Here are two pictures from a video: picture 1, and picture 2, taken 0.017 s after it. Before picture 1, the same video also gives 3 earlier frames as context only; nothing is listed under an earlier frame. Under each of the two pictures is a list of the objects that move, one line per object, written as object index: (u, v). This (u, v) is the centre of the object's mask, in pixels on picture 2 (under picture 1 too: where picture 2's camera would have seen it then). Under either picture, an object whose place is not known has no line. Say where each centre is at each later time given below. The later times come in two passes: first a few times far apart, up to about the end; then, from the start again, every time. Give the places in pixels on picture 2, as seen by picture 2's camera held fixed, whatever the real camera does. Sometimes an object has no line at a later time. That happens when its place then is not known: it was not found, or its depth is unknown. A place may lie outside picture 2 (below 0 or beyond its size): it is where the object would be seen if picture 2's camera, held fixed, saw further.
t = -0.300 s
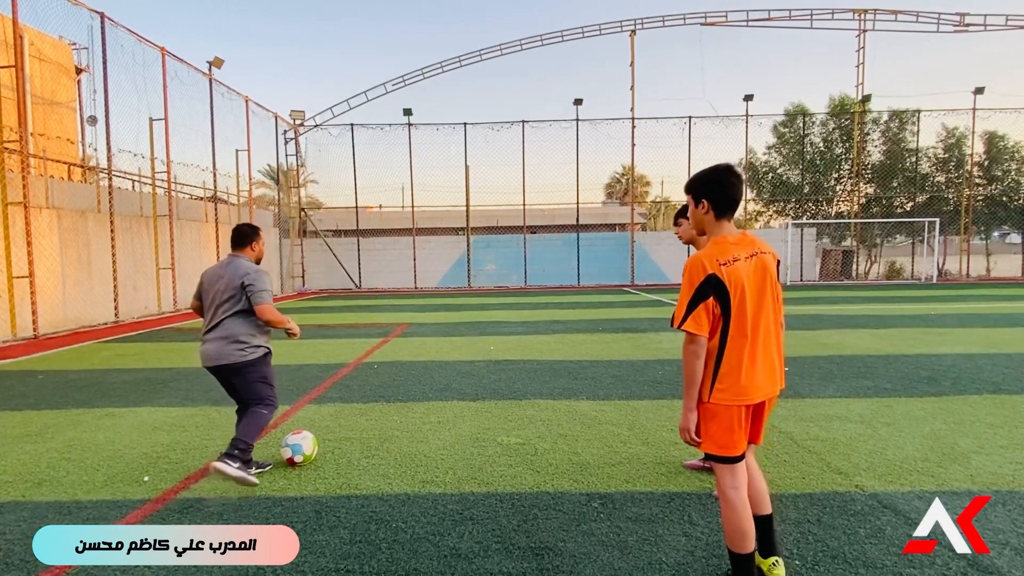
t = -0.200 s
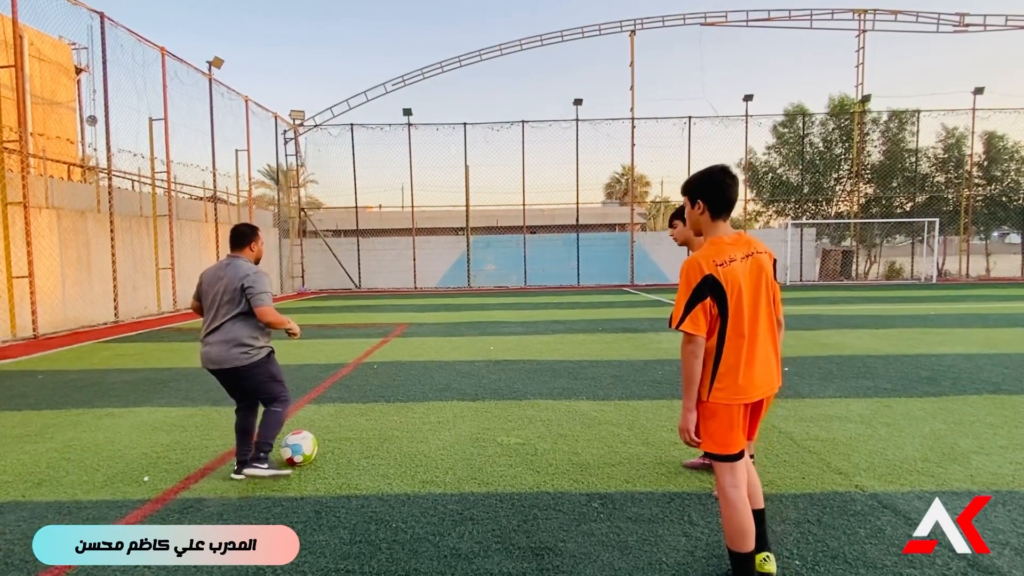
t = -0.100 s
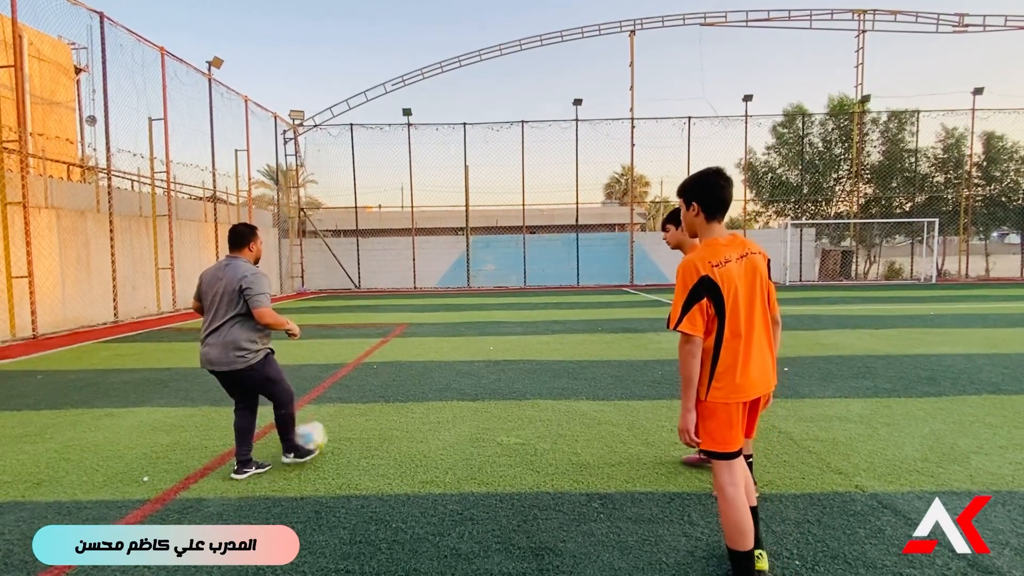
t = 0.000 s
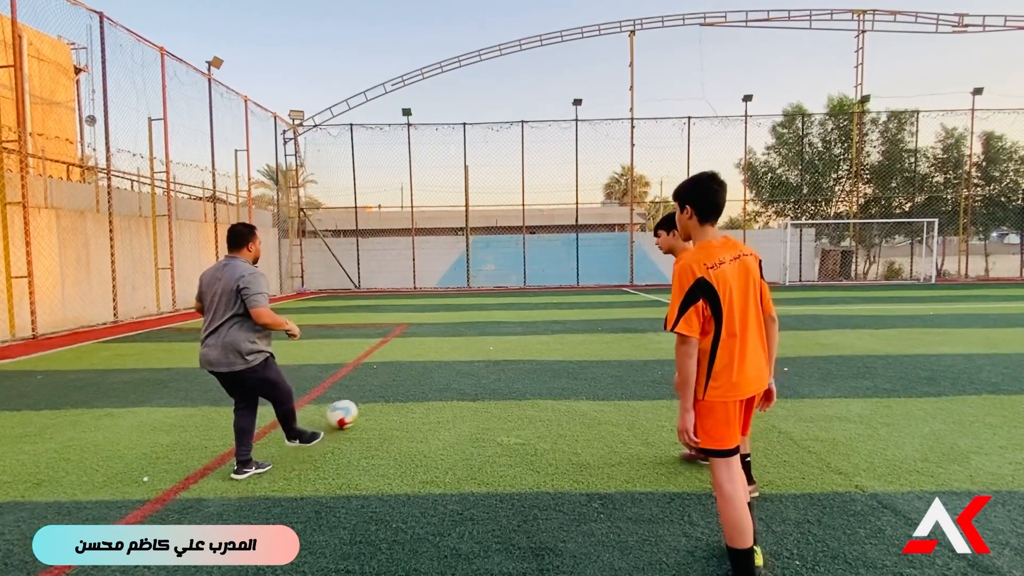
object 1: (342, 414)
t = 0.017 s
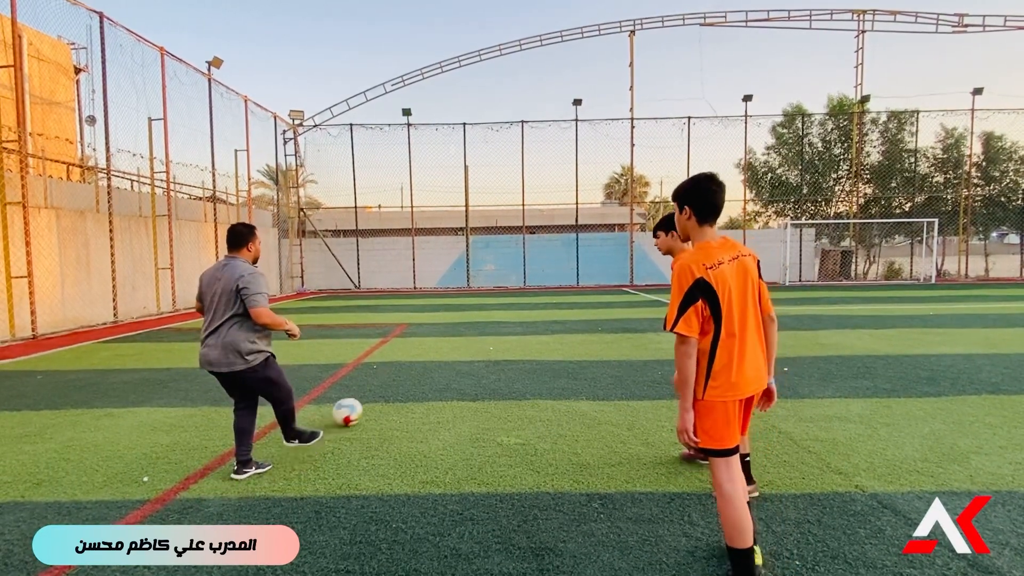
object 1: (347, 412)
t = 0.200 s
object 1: (383, 383)
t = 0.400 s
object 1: (405, 366)
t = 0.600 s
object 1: (419, 354)
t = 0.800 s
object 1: (430, 345)
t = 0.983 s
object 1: (439, 338)
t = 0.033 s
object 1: (351, 409)
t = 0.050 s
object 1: (355, 406)
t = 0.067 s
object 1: (360, 403)
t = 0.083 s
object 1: (363, 399)
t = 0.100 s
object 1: (366, 397)
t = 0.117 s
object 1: (370, 395)
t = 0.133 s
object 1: (372, 392)
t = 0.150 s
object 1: (375, 389)
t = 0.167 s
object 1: (378, 387)
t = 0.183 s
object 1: (380, 385)
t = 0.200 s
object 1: (383, 383)
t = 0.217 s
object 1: (385, 381)
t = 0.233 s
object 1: (387, 380)
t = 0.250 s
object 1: (389, 379)
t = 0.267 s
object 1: (392, 376)
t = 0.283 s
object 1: (394, 374)
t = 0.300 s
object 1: (395, 373)
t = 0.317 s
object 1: (397, 371)
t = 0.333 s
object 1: (399, 370)
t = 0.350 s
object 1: (400, 369)
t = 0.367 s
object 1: (402, 369)
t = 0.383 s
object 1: (404, 368)
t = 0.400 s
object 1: (405, 366)
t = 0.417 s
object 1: (406, 365)
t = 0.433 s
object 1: (408, 363)
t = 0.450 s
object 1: (409, 363)
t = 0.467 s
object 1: (410, 362)
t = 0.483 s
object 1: (412, 361)
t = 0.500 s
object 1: (412, 360)
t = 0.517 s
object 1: (414, 358)
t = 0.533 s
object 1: (415, 357)
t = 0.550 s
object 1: (416, 356)
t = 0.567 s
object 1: (418, 355)
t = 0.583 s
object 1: (418, 354)
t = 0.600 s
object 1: (419, 354)
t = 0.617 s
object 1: (420, 353)
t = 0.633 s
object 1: (421, 353)
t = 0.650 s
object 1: (422, 352)
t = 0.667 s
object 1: (423, 350)
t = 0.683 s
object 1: (424, 350)
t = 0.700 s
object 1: (425, 349)
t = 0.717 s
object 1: (426, 348)
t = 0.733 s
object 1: (427, 348)
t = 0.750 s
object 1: (428, 347)
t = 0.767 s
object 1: (429, 346)
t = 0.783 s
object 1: (429, 346)
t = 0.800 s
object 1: (430, 345)
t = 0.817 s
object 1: (431, 344)
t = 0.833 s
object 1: (432, 344)
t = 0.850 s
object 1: (433, 343)
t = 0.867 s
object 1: (434, 343)
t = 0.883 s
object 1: (434, 342)
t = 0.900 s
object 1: (435, 341)
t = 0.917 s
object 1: (436, 341)
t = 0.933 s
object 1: (436, 340)
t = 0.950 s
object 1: (437, 340)
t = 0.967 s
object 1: (437, 339)
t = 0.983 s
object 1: (439, 338)
